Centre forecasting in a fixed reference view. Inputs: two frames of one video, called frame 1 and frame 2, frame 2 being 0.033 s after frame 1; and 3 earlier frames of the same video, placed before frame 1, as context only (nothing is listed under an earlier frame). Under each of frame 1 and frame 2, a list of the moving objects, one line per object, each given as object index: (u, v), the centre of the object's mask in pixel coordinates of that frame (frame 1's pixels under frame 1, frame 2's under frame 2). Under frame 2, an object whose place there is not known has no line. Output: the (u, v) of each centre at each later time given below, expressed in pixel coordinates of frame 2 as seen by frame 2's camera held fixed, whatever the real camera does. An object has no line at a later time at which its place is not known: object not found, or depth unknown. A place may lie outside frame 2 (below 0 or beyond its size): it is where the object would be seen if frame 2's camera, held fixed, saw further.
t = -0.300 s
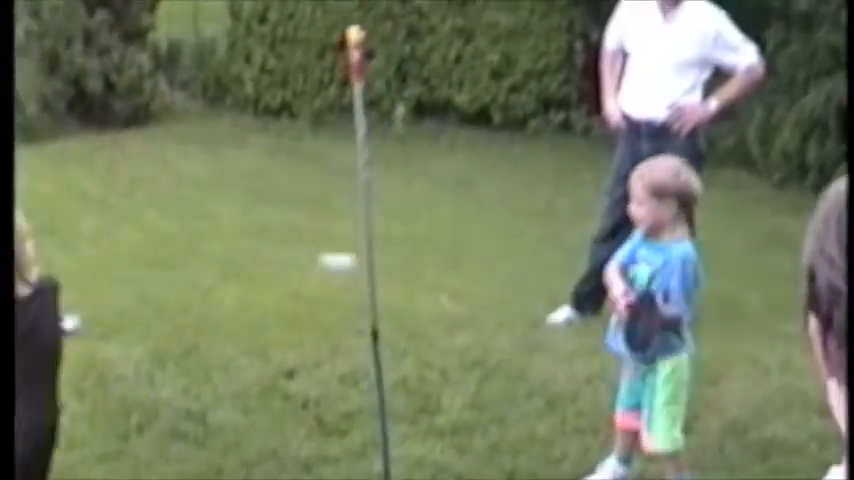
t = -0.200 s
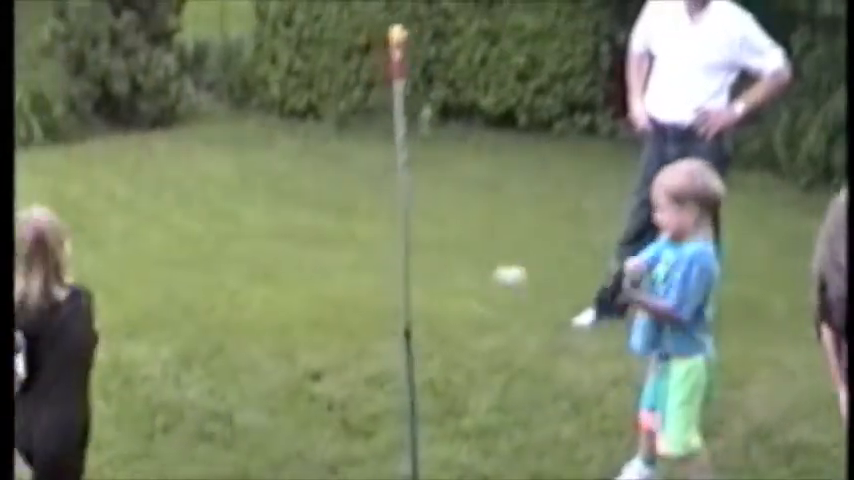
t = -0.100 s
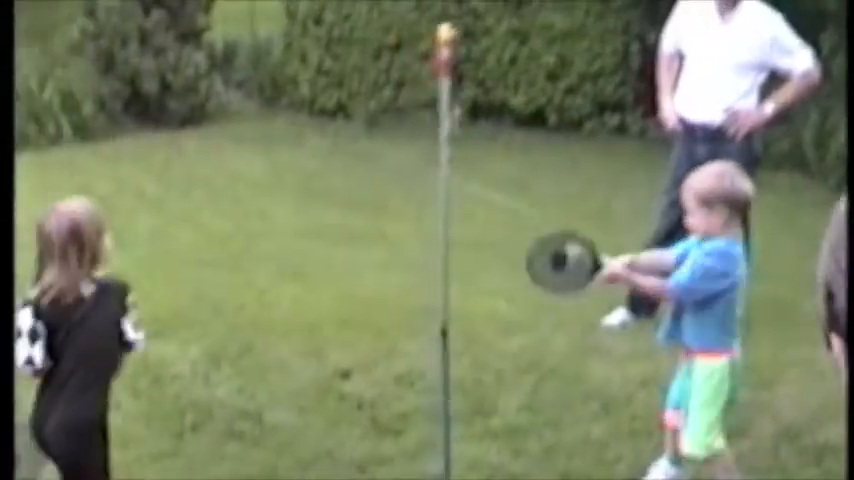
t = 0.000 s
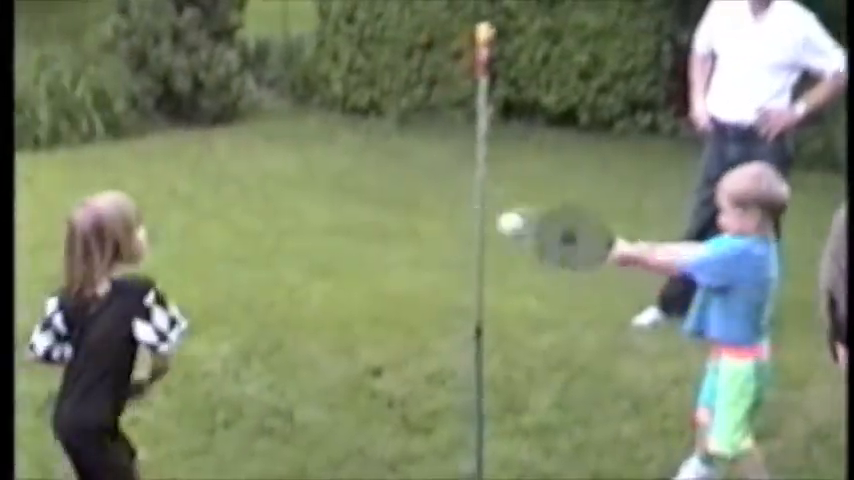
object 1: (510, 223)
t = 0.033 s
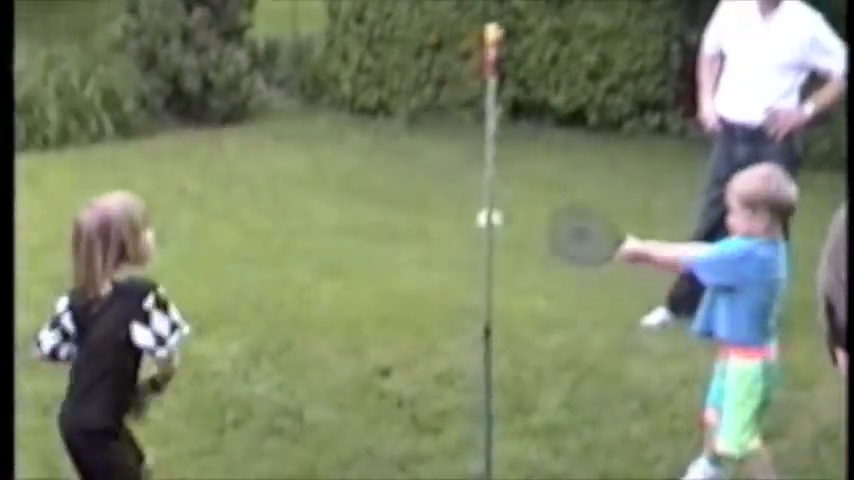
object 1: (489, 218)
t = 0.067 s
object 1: (458, 216)
